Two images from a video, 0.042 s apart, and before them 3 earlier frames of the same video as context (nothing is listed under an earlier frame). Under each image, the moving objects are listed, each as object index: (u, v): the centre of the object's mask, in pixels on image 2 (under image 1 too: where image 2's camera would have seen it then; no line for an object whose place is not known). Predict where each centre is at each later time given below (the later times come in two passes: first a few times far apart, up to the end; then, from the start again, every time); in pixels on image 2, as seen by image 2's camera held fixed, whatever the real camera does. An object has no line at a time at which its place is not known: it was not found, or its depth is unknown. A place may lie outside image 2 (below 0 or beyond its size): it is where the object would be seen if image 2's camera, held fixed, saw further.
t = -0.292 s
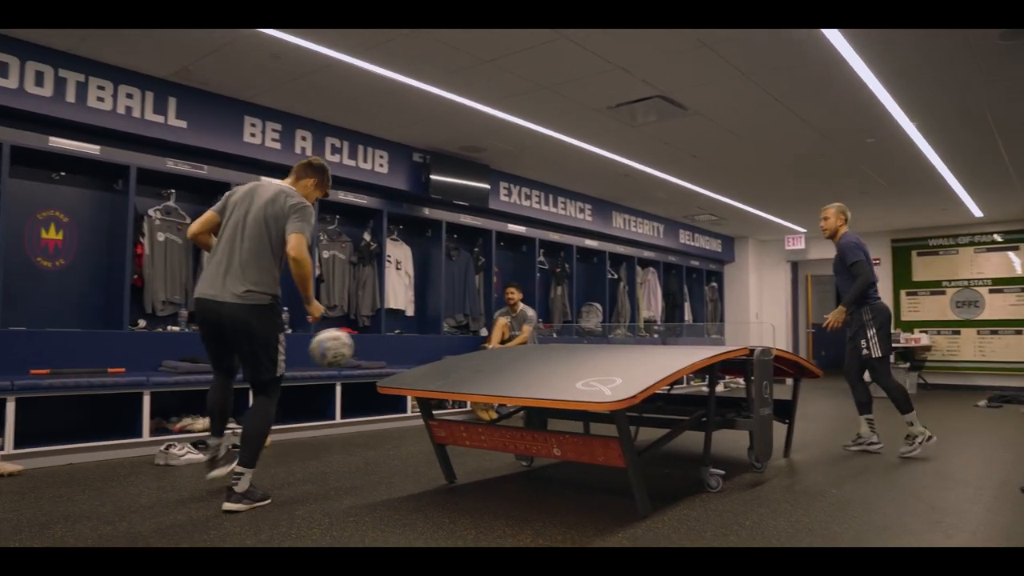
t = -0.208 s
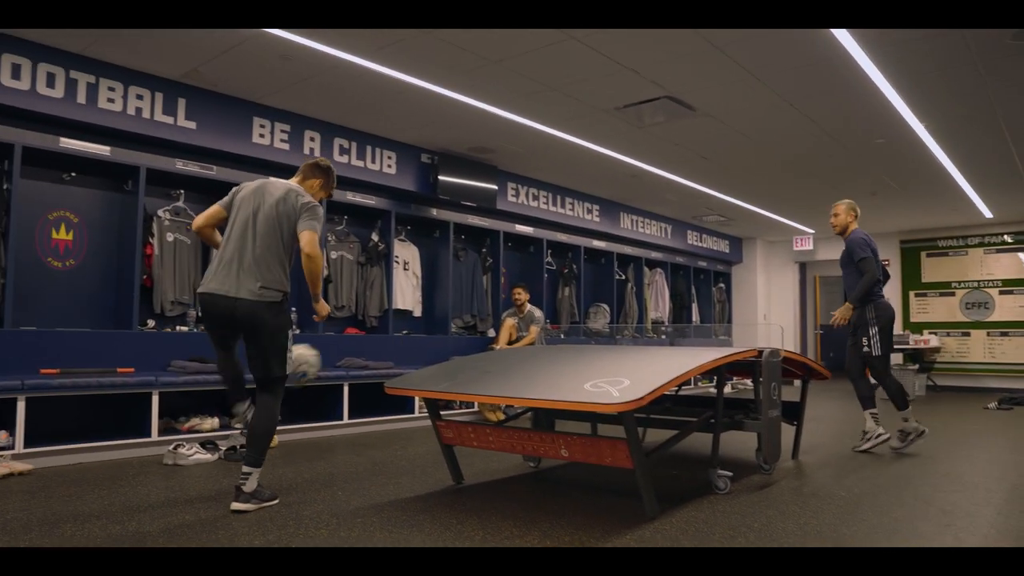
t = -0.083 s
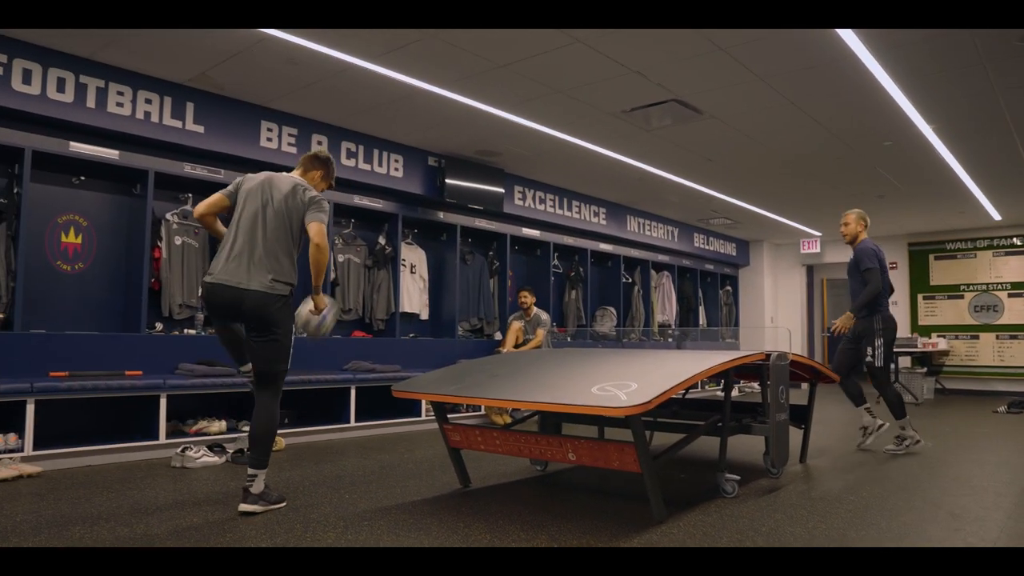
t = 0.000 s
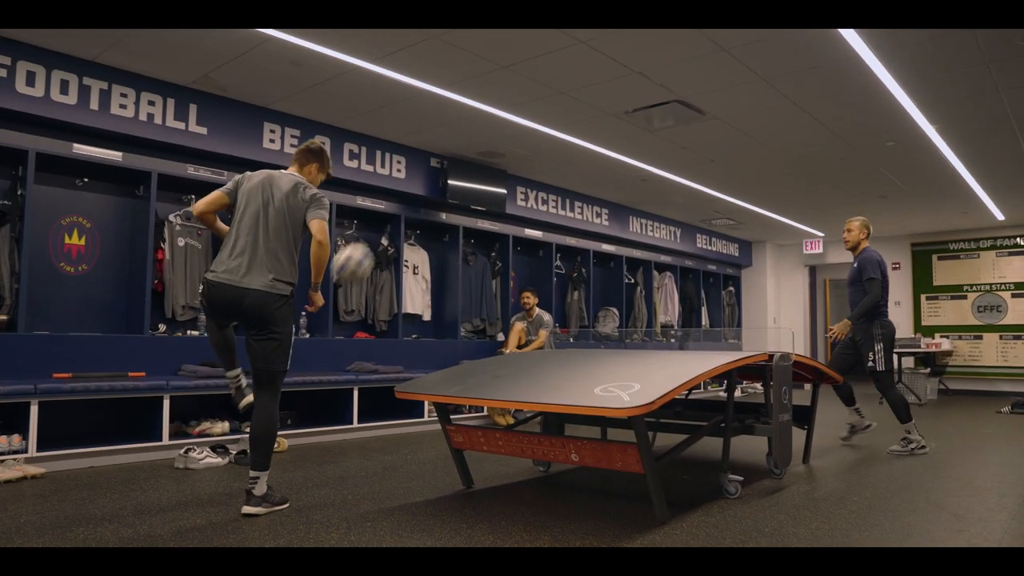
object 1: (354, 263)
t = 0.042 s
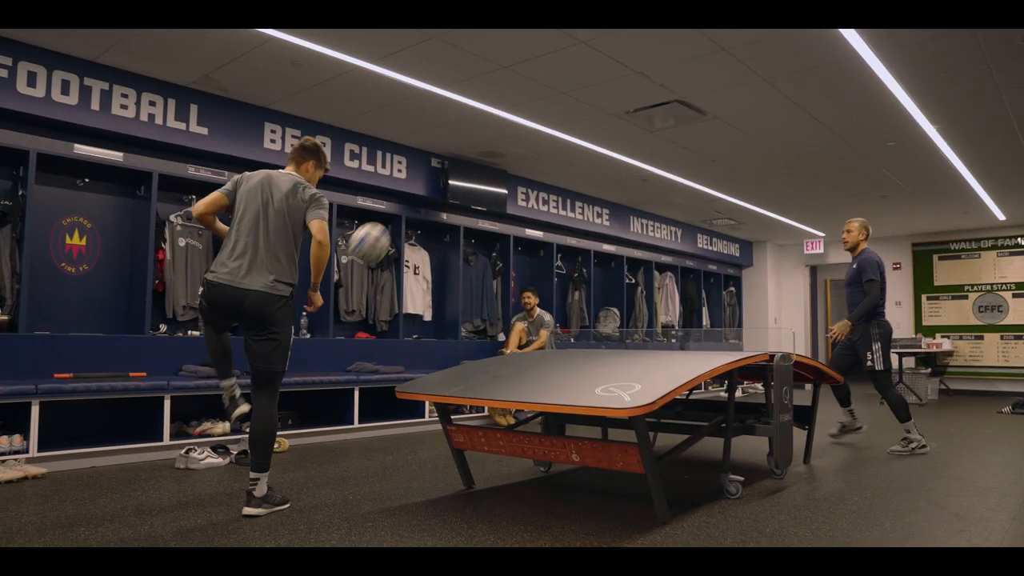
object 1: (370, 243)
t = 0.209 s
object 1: (429, 192)
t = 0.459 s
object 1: (504, 201)
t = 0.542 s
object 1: (526, 225)
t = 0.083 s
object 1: (385, 225)
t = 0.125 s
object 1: (400, 211)
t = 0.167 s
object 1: (416, 200)
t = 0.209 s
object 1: (429, 192)
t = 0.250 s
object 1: (443, 187)
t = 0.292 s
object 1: (456, 185)
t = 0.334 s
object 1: (469, 185)
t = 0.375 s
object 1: (481, 189)
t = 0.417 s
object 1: (493, 194)
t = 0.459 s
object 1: (504, 201)
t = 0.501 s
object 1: (515, 211)
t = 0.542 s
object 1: (526, 225)
